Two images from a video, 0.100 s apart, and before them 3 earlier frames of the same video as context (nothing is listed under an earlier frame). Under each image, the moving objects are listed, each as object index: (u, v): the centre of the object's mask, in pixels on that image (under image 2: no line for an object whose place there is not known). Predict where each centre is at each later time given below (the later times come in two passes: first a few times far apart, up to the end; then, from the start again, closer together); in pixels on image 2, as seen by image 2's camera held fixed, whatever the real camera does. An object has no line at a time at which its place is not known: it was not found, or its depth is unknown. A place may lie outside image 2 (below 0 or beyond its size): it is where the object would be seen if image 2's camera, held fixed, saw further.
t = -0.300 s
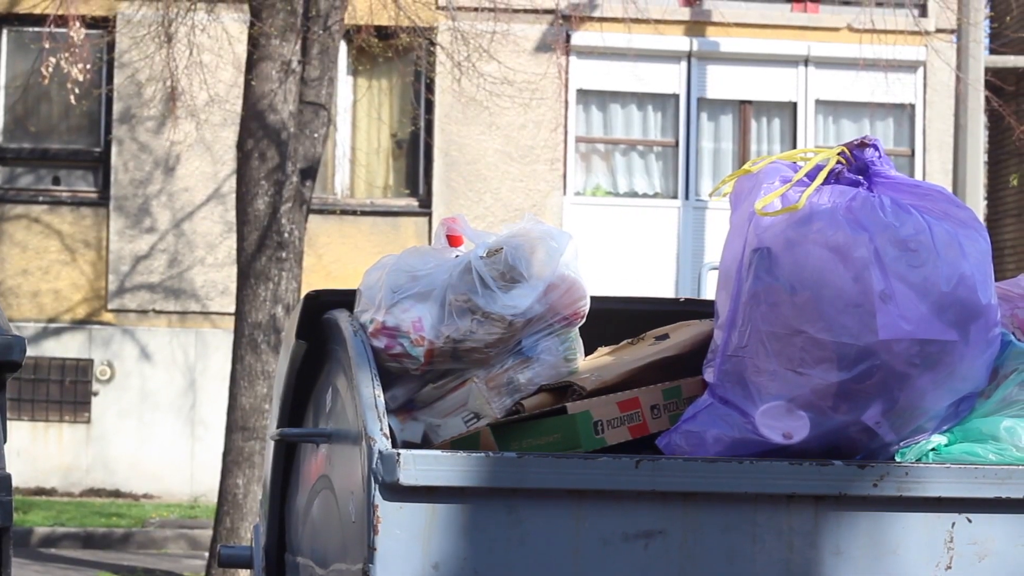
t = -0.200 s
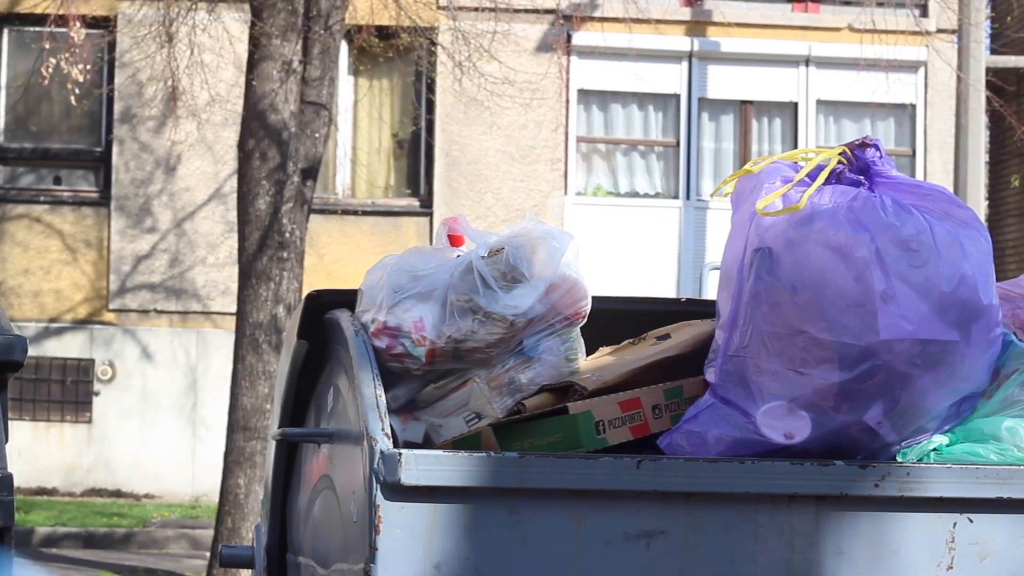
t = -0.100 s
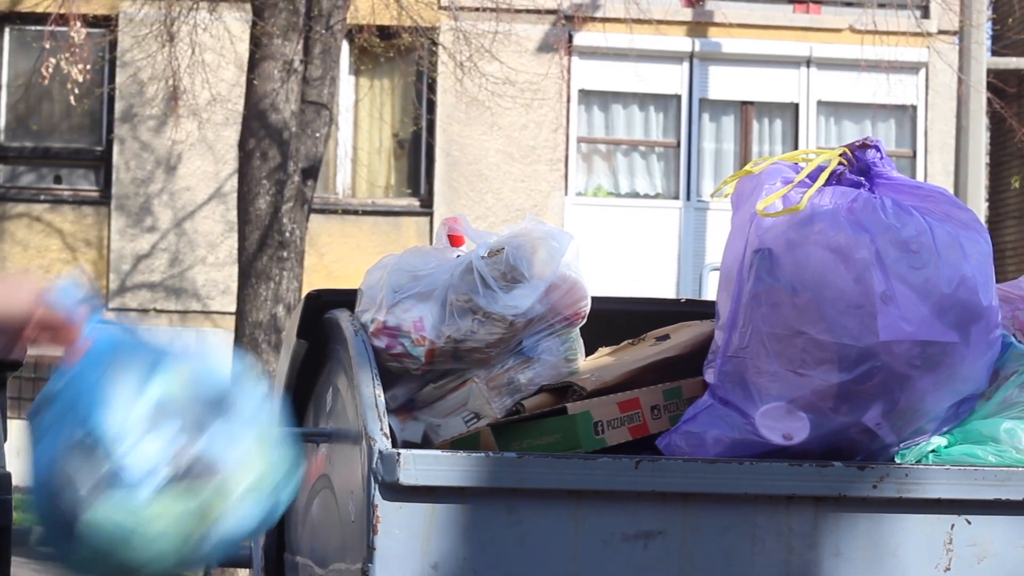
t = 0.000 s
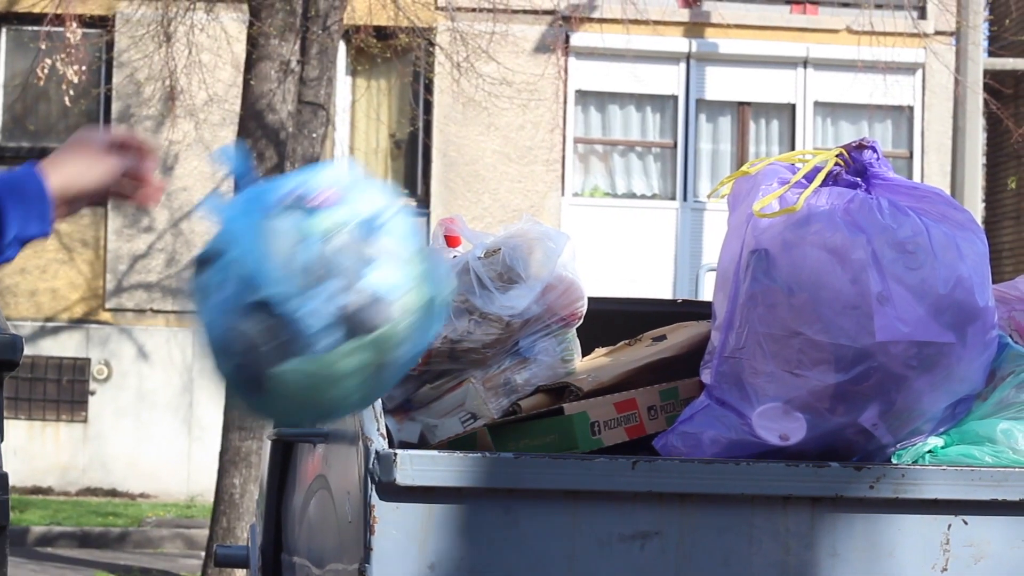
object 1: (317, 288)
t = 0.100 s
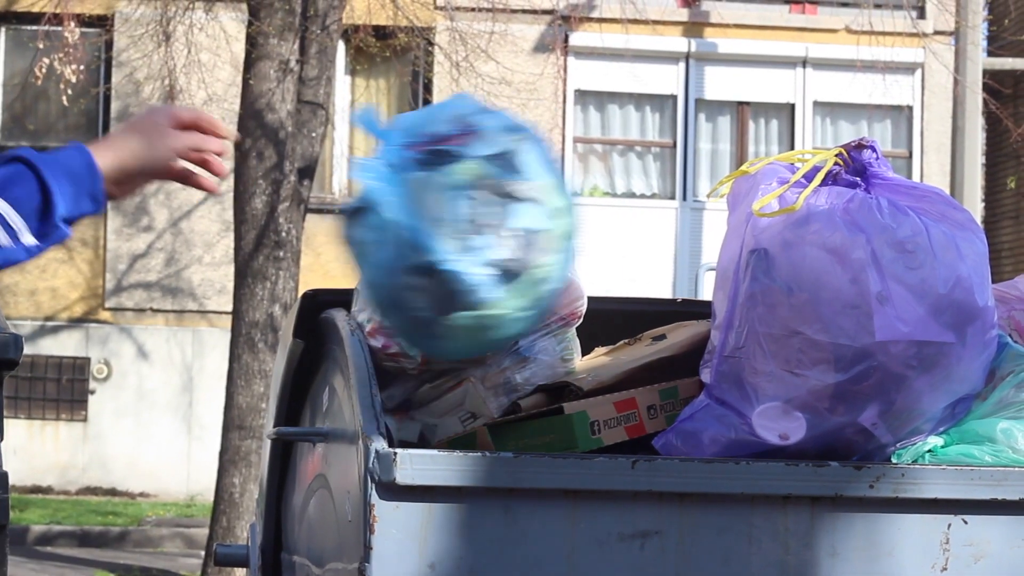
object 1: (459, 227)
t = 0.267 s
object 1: (656, 279)
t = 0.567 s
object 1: (671, 242)
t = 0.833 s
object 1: (663, 265)
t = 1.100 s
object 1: (666, 276)
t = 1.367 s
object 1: (664, 276)
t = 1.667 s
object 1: (663, 277)
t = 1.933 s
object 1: (663, 276)
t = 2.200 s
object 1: (663, 276)
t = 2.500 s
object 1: (663, 276)
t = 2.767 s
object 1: (663, 276)
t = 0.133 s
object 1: (504, 223)
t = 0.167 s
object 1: (548, 231)
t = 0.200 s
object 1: (592, 248)
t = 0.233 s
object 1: (629, 270)
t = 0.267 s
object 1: (656, 279)
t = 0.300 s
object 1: (672, 272)
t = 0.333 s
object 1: (681, 258)
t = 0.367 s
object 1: (685, 247)
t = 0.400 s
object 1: (684, 241)
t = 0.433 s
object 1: (682, 240)
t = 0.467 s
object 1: (678, 241)
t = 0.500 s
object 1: (674, 241)
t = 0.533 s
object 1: (672, 242)
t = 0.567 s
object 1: (671, 242)
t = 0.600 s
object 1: (671, 244)
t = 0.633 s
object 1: (672, 246)
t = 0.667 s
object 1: (672, 249)
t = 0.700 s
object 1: (670, 253)
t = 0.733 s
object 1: (669, 258)
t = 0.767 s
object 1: (666, 261)
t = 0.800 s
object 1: (664, 263)
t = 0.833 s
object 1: (663, 265)
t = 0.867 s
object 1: (663, 267)
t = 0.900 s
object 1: (663, 268)
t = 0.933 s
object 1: (664, 269)
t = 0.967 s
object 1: (666, 271)
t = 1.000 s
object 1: (667, 273)
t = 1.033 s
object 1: (668, 274)
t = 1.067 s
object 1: (667, 275)
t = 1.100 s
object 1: (666, 276)
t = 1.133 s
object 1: (664, 276)
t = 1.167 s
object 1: (663, 276)
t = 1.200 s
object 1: (662, 276)
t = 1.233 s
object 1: (662, 276)
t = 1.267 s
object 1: (662, 277)
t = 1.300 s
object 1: (663, 277)
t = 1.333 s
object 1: (663, 276)
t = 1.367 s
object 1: (664, 276)
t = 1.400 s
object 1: (663, 276)
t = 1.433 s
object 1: (663, 277)
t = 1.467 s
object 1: (662, 277)
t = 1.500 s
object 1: (663, 276)
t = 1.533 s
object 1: (663, 277)
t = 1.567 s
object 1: (663, 277)
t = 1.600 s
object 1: (663, 277)
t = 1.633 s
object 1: (663, 277)
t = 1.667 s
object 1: (663, 277)
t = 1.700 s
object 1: (663, 277)
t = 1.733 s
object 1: (663, 277)
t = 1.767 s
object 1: (663, 276)
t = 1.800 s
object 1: (663, 277)
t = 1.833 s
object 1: (663, 277)
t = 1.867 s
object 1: (663, 277)
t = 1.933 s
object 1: (663, 276)
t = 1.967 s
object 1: (663, 276)
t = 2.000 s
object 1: (663, 276)
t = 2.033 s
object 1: (662, 276)
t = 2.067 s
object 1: (663, 276)
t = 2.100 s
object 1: (663, 276)
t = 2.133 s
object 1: (663, 276)
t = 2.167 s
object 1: (663, 276)
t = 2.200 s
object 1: (663, 276)
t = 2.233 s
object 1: (663, 276)
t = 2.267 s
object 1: (663, 276)
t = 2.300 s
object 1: (663, 276)
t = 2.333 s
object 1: (663, 276)
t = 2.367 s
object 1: (663, 276)
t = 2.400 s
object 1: (663, 276)
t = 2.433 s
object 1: (663, 276)
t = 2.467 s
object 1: (663, 276)
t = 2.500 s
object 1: (663, 276)
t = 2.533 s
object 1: (663, 276)
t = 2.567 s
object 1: (663, 277)
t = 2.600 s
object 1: (663, 277)
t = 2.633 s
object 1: (663, 276)
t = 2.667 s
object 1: (663, 277)
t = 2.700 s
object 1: (663, 276)
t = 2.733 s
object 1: (663, 276)
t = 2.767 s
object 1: (663, 276)
